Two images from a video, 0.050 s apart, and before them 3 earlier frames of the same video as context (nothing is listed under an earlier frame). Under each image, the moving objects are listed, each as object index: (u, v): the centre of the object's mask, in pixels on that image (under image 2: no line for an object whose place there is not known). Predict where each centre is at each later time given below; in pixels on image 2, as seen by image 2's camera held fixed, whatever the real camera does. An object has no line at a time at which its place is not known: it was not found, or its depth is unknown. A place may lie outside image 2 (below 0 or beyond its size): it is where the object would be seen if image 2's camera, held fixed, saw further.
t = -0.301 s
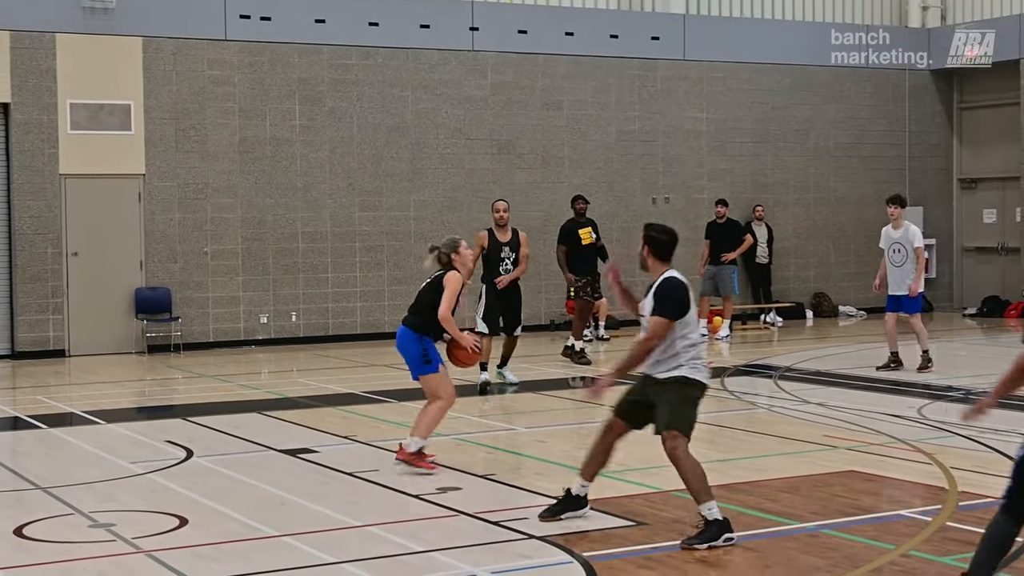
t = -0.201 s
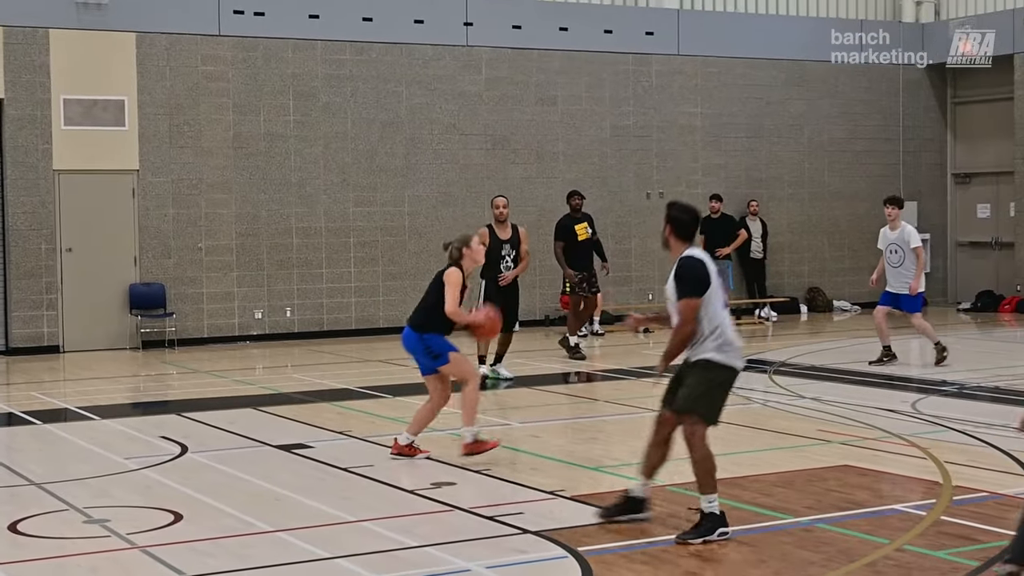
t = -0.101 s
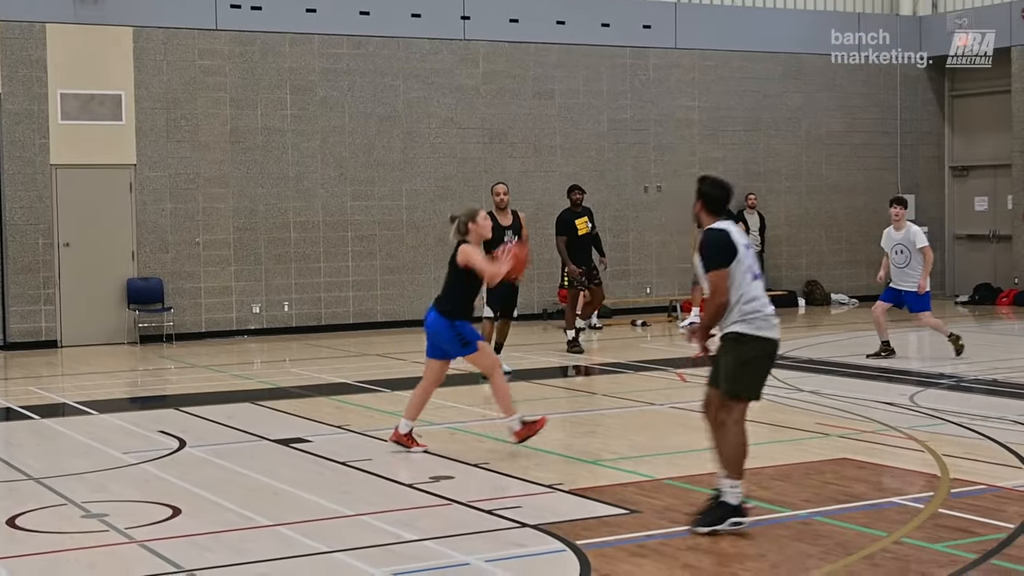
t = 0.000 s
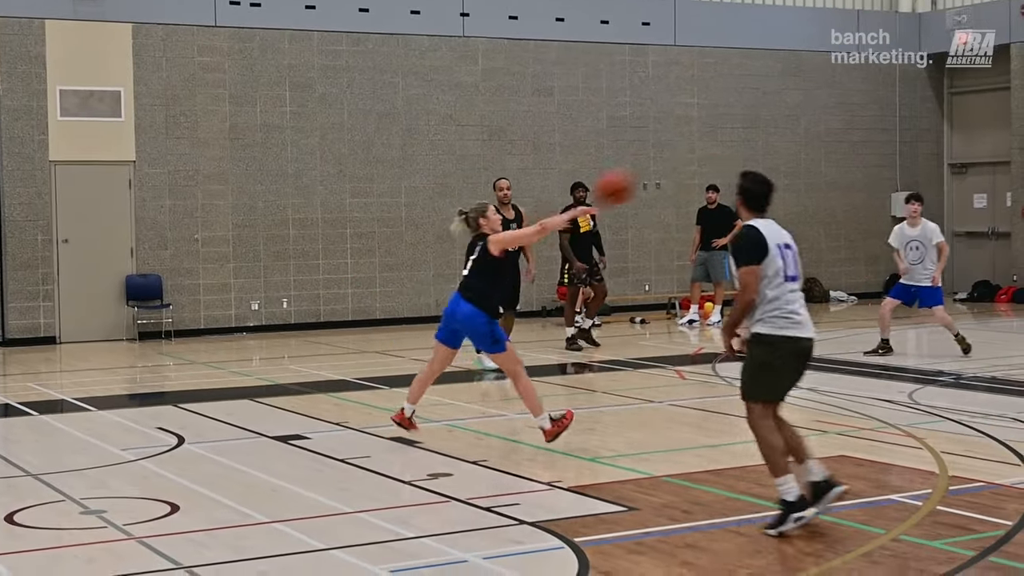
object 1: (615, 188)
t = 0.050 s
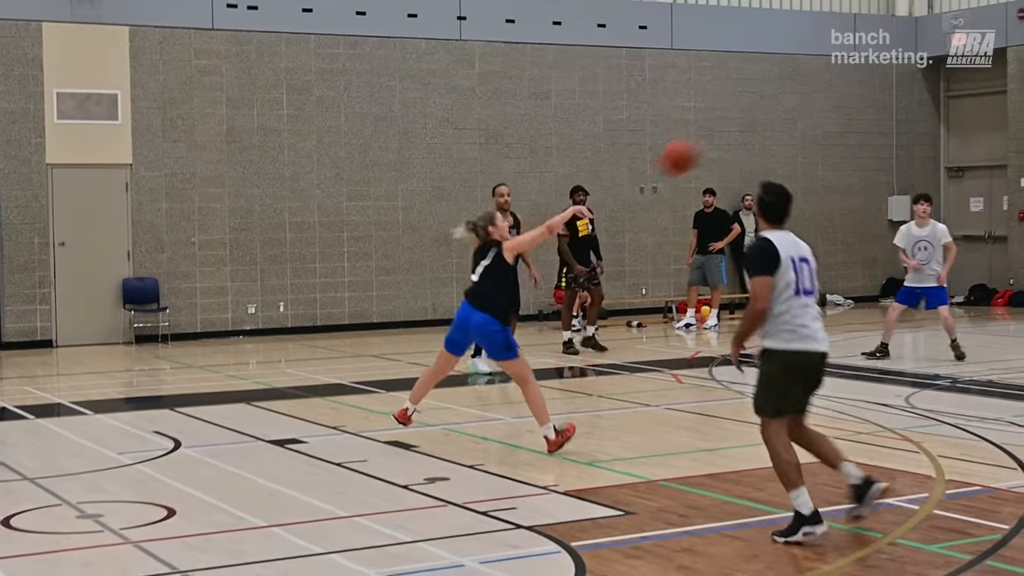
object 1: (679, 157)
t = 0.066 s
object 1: (700, 146)
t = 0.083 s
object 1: (723, 136)
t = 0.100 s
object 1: (744, 127)
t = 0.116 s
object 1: (767, 117)
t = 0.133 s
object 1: (788, 108)
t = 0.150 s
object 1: (810, 101)
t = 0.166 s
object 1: (831, 93)
